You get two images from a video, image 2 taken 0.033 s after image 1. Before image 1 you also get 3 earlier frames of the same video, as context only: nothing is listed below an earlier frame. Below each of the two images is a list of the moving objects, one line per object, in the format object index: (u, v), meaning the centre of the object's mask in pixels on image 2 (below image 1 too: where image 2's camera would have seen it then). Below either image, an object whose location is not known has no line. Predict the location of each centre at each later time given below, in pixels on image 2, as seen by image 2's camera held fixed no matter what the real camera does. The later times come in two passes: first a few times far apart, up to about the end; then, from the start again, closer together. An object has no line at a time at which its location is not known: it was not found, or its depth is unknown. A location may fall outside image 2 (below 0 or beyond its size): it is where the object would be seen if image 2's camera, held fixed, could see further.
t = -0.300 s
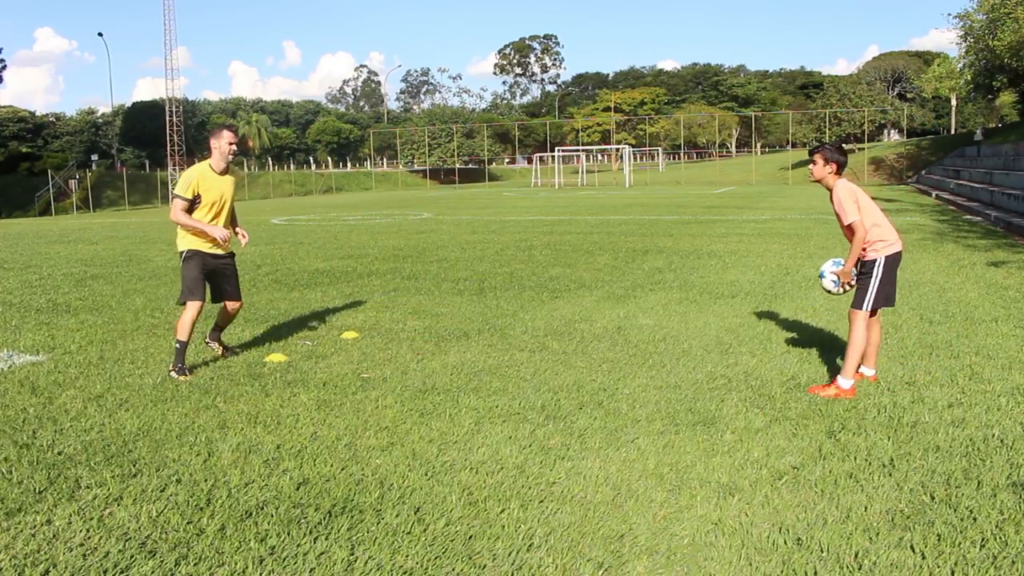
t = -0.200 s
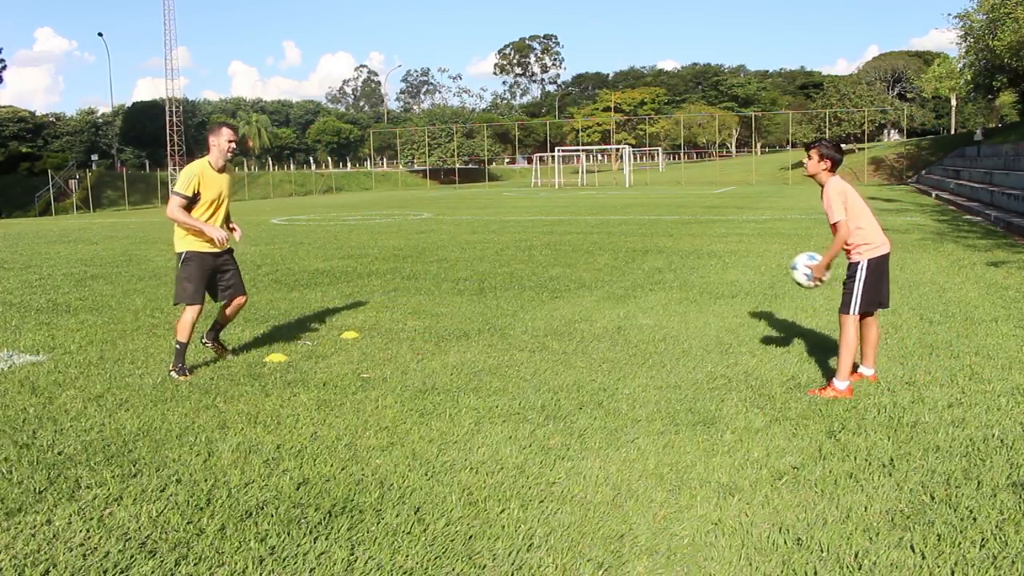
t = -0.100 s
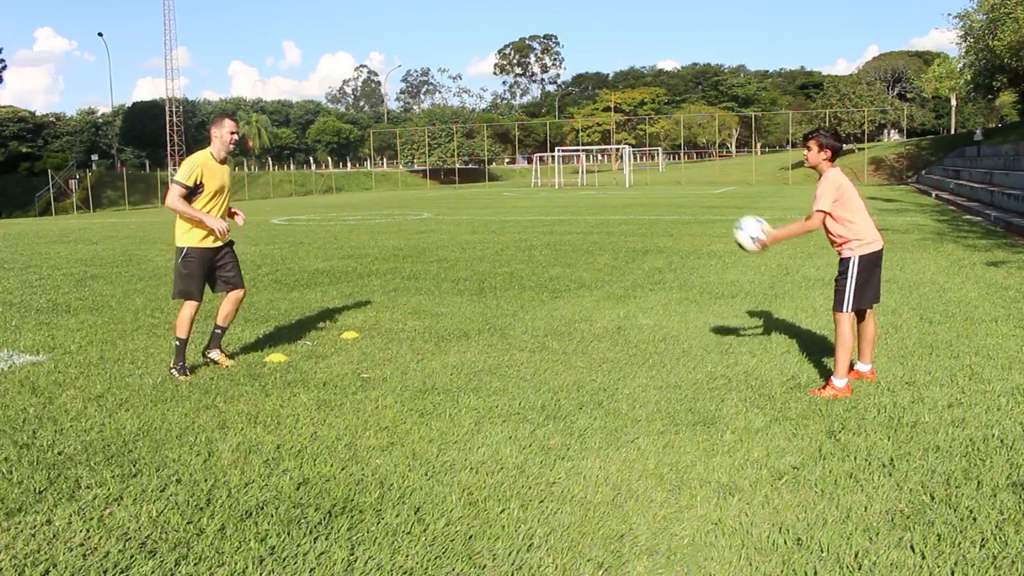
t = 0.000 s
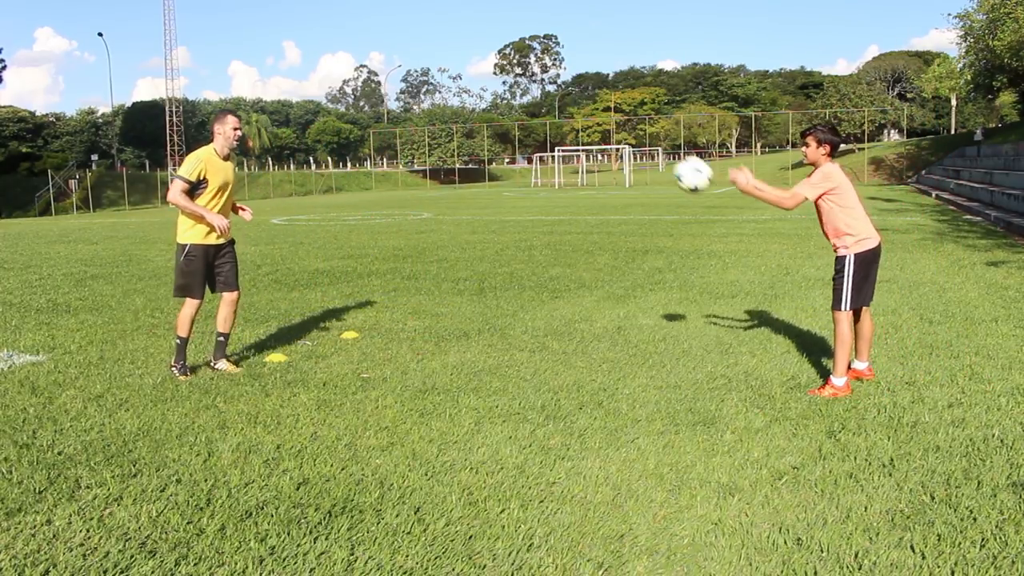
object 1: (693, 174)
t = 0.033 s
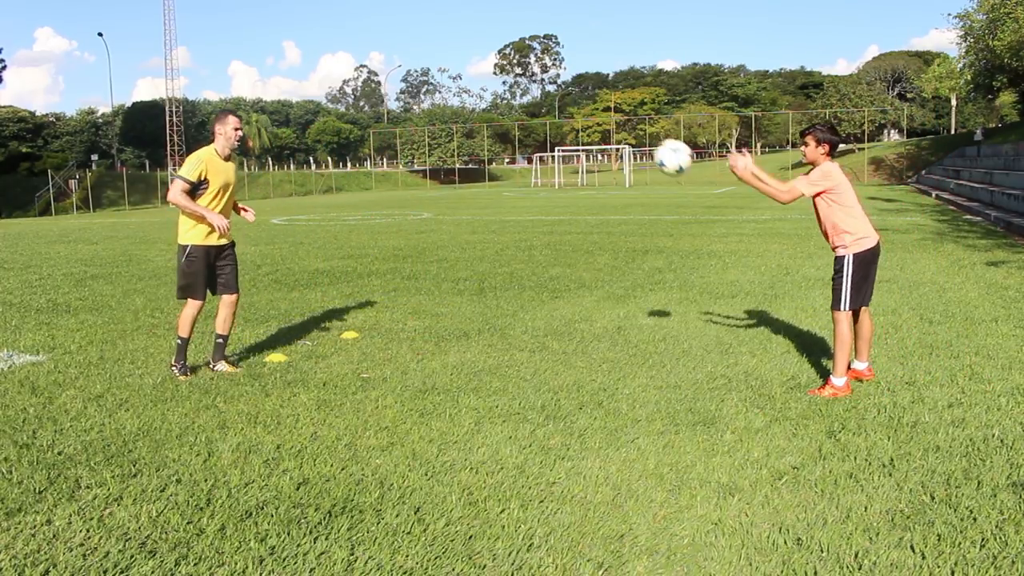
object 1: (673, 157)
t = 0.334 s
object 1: (500, 83)
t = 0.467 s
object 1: (423, 97)
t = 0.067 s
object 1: (653, 141)
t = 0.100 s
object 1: (634, 128)
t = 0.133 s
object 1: (614, 115)
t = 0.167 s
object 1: (594, 104)
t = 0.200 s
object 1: (575, 96)
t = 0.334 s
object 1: (500, 83)
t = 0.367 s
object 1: (479, 85)
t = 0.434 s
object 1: (442, 91)
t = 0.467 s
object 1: (423, 97)
